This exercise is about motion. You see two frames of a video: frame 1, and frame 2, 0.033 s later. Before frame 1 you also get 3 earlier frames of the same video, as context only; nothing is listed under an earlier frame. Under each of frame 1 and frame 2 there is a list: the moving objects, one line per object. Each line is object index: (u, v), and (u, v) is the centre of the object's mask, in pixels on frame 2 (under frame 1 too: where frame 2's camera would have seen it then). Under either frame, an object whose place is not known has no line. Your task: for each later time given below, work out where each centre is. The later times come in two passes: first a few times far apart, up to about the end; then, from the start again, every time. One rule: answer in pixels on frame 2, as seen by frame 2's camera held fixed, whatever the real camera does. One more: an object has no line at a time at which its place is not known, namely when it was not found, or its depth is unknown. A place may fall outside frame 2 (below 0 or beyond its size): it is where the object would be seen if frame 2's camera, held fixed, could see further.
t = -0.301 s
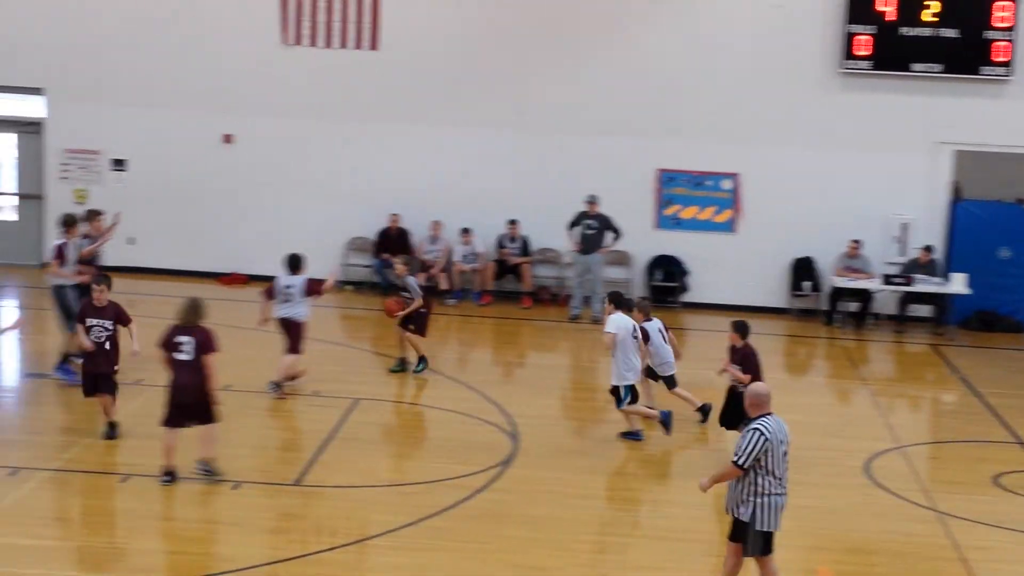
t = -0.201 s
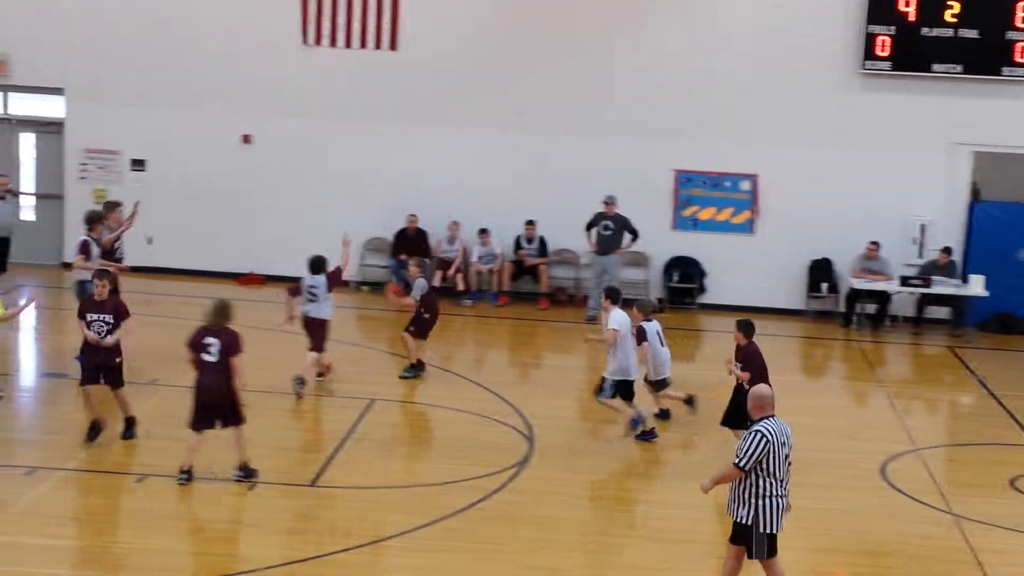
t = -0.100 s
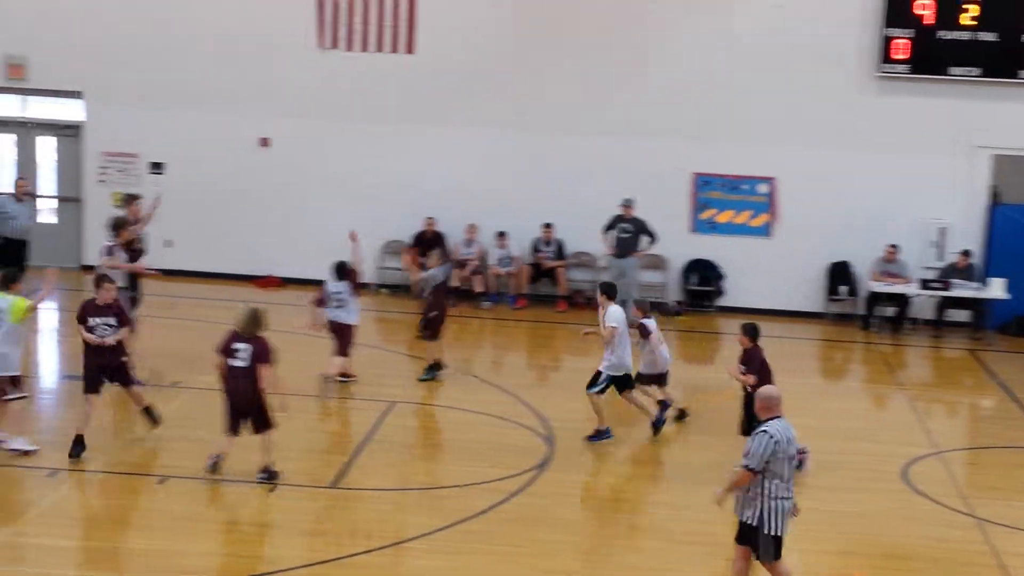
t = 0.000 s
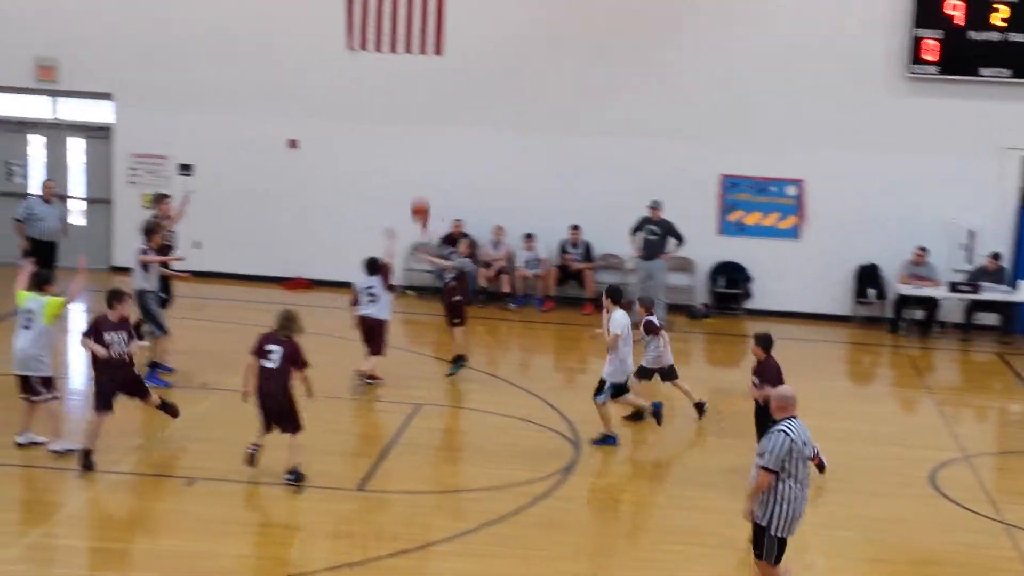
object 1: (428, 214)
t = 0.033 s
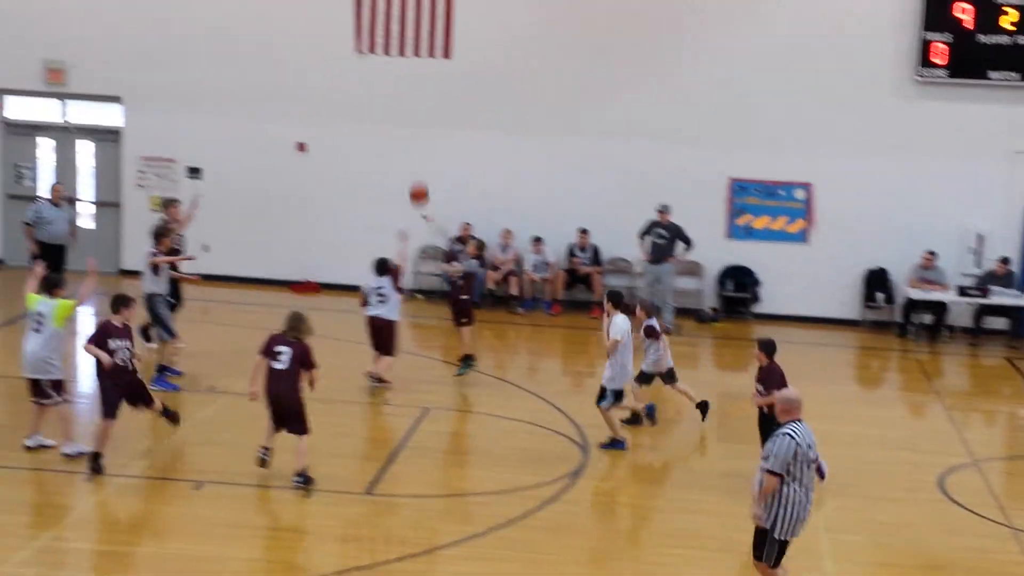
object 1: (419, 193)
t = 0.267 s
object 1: (342, 76)
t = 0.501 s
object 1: (262, -1)
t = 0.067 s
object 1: (408, 173)
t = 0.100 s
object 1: (398, 155)
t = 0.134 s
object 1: (387, 138)
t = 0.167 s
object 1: (375, 121)
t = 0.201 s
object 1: (364, 105)
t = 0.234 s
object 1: (353, 90)
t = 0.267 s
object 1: (342, 76)
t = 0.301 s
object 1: (331, 62)
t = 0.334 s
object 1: (320, 51)
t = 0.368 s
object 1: (309, 39)
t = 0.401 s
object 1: (297, 28)
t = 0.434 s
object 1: (285, 17)
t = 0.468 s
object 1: (274, 8)
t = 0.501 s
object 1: (262, -1)
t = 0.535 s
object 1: (250, -10)
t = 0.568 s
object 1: (235, -18)
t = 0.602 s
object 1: (222, -25)
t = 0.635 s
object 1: (208, -31)
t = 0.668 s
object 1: (194, -36)
